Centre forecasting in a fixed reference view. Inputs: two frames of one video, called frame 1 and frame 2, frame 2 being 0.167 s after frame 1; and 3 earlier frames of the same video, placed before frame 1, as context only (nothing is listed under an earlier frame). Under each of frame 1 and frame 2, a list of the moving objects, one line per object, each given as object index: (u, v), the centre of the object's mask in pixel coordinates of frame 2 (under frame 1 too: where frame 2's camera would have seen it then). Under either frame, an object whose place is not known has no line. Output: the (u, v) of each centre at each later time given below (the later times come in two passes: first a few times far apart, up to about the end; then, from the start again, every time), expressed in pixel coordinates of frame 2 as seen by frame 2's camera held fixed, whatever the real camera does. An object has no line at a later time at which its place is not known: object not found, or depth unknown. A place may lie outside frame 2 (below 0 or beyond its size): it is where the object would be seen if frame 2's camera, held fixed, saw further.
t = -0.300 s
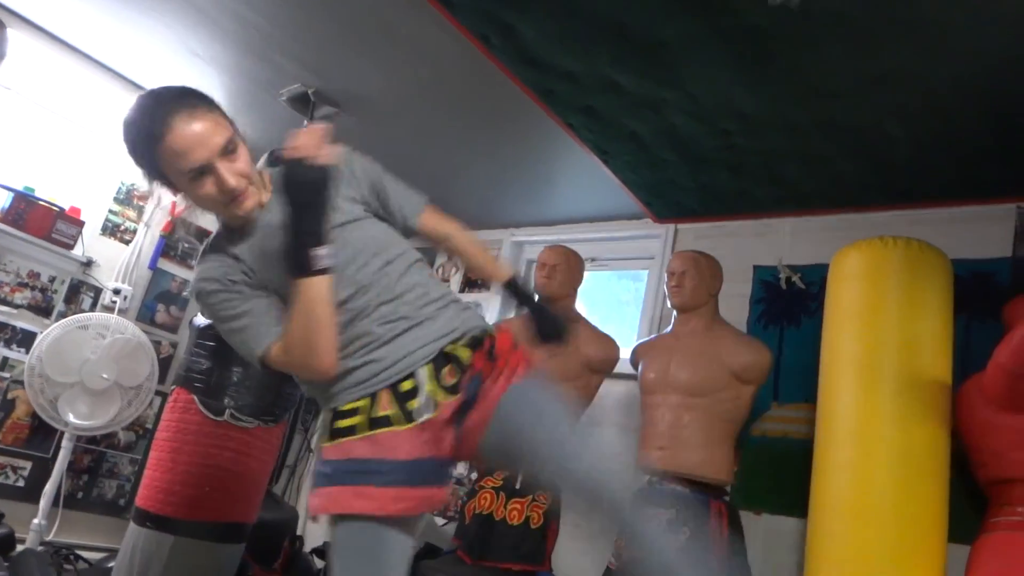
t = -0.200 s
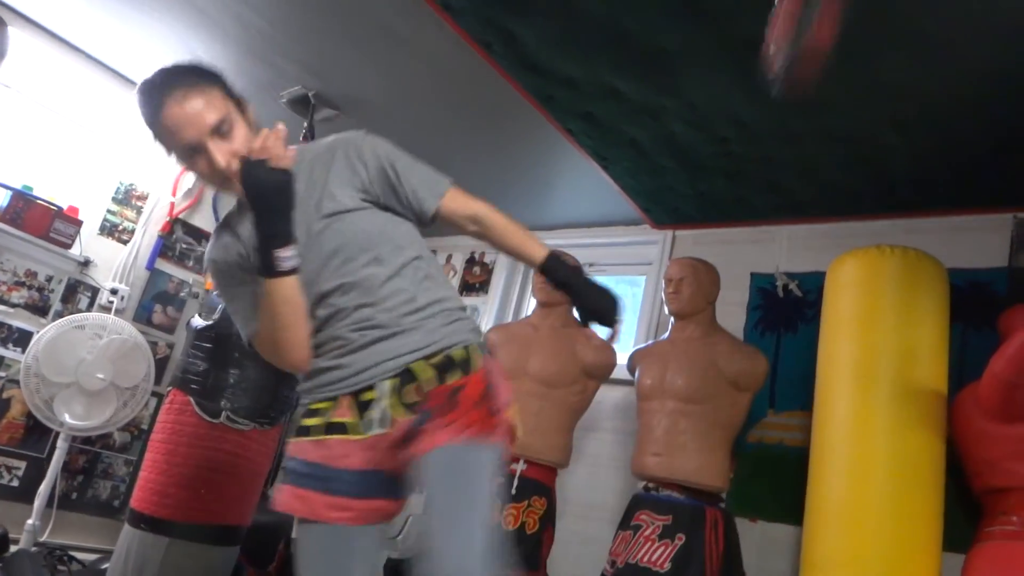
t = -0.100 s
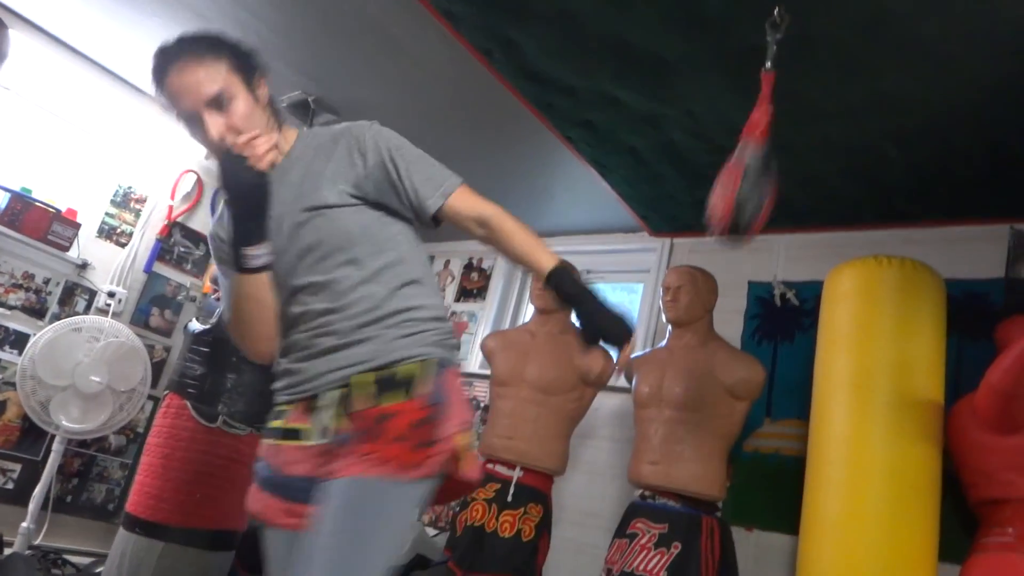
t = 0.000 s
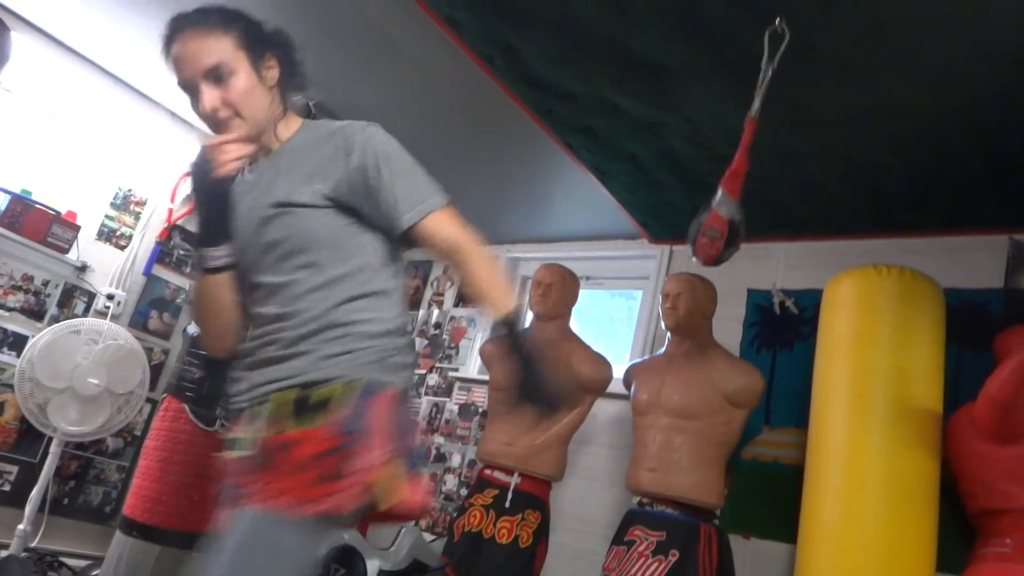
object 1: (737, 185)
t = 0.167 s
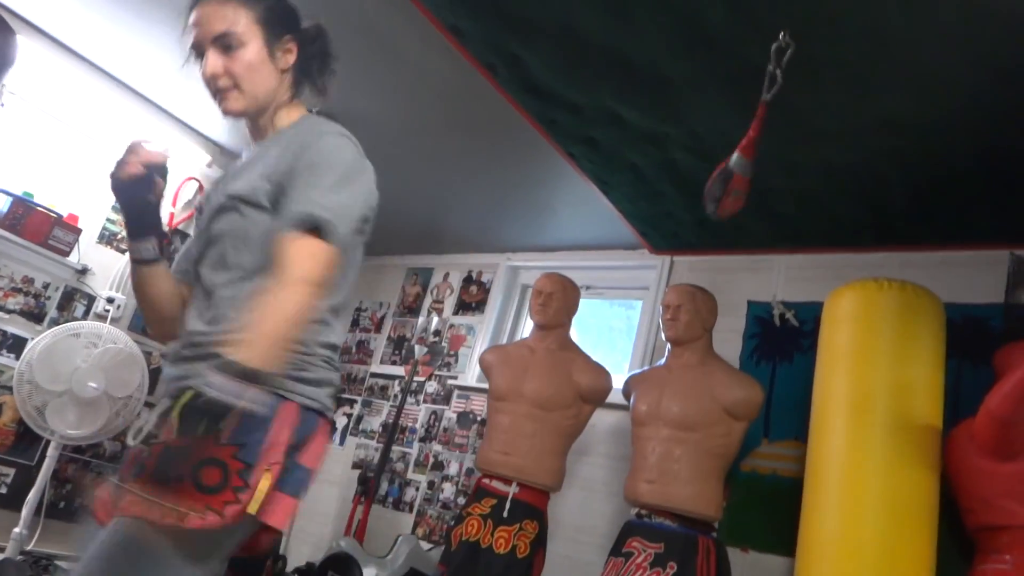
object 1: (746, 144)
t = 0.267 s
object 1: (758, 122)
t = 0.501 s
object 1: (767, 178)
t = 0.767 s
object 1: (811, 88)
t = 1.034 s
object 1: (786, -4)
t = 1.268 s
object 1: (734, 50)
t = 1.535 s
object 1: (768, 193)
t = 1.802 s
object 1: (810, 161)
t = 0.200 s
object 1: (750, 136)
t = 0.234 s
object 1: (754, 129)
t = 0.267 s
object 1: (758, 122)
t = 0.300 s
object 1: (760, 125)
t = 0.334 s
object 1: (760, 128)
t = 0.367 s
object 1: (762, 135)
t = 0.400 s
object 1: (762, 147)
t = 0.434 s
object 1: (763, 159)
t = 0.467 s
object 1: (764, 166)
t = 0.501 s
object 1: (767, 178)
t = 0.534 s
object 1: (770, 195)
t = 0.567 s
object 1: (774, 198)
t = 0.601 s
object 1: (778, 197)
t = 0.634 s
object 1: (783, 191)
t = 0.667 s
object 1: (789, 179)
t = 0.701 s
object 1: (797, 160)
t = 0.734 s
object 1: (804, 128)
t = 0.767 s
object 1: (811, 88)
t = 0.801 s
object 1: (816, 41)
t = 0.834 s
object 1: (815, -9)
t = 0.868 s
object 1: (806, -22)
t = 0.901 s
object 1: (801, -19)
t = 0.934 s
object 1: (796, -12)
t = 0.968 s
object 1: (793, -8)
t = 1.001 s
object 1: (789, -6)
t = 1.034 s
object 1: (786, -4)
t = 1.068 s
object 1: (781, -4)
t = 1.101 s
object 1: (775, -2)
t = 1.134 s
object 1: (767, 0)
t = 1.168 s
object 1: (759, 5)
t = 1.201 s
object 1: (751, 12)
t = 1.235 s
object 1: (742, 24)
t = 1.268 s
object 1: (734, 50)
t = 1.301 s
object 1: (725, 89)
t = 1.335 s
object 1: (721, 129)
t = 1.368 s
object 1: (725, 157)
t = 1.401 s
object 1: (732, 170)
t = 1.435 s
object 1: (743, 177)
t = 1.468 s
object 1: (752, 183)
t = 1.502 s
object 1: (760, 188)
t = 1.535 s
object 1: (768, 193)
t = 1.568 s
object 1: (776, 193)
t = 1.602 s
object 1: (783, 187)
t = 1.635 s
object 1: (790, 180)
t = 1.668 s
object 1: (796, 173)
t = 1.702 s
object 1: (800, 171)
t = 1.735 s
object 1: (804, 167)
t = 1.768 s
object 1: (808, 163)
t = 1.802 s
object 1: (810, 161)
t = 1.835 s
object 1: (811, 155)
